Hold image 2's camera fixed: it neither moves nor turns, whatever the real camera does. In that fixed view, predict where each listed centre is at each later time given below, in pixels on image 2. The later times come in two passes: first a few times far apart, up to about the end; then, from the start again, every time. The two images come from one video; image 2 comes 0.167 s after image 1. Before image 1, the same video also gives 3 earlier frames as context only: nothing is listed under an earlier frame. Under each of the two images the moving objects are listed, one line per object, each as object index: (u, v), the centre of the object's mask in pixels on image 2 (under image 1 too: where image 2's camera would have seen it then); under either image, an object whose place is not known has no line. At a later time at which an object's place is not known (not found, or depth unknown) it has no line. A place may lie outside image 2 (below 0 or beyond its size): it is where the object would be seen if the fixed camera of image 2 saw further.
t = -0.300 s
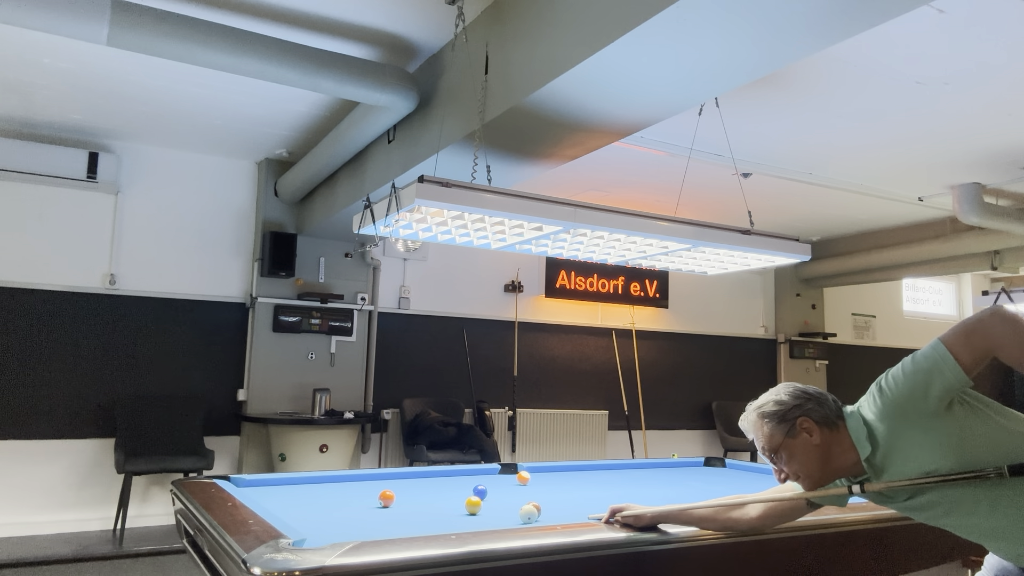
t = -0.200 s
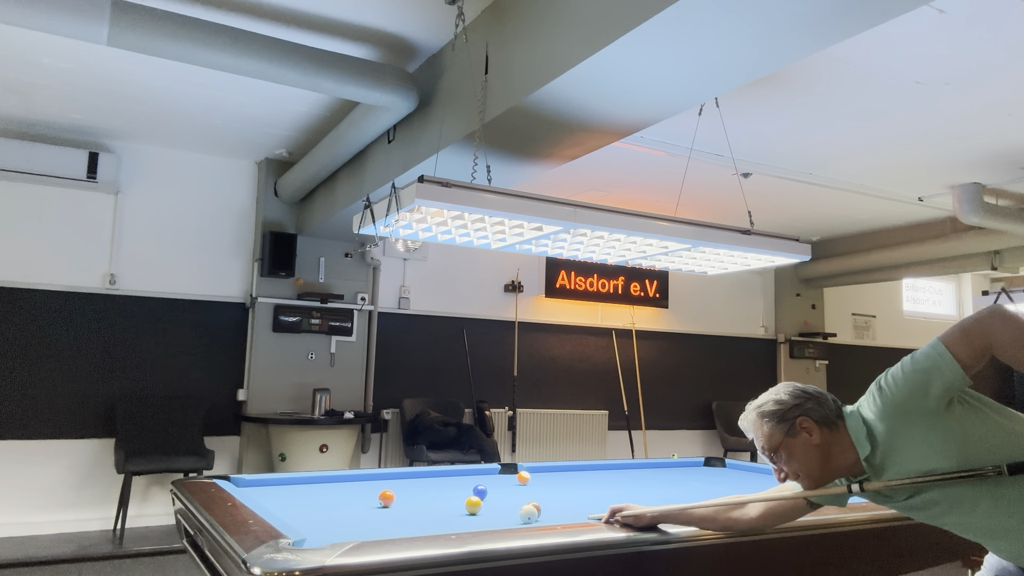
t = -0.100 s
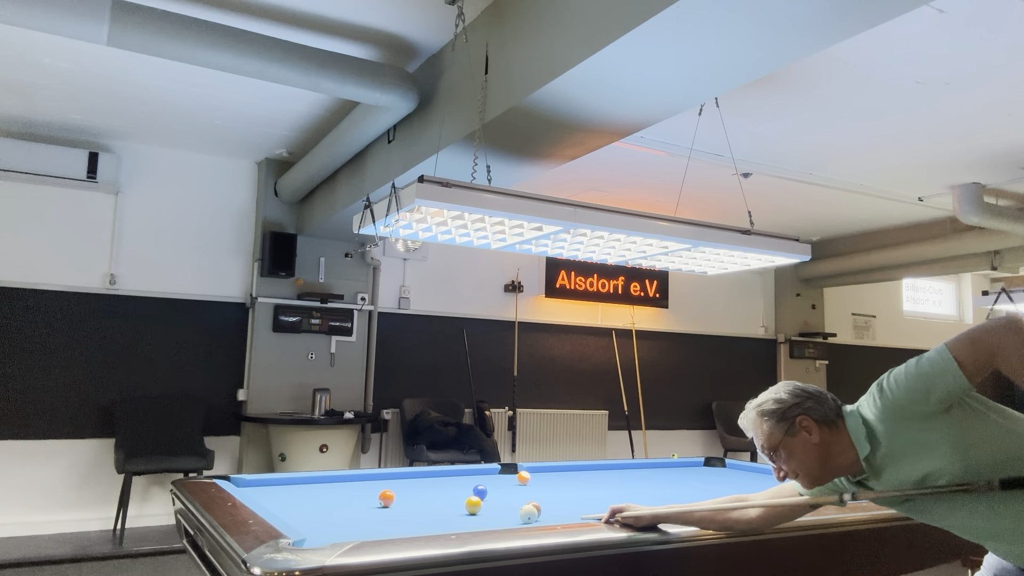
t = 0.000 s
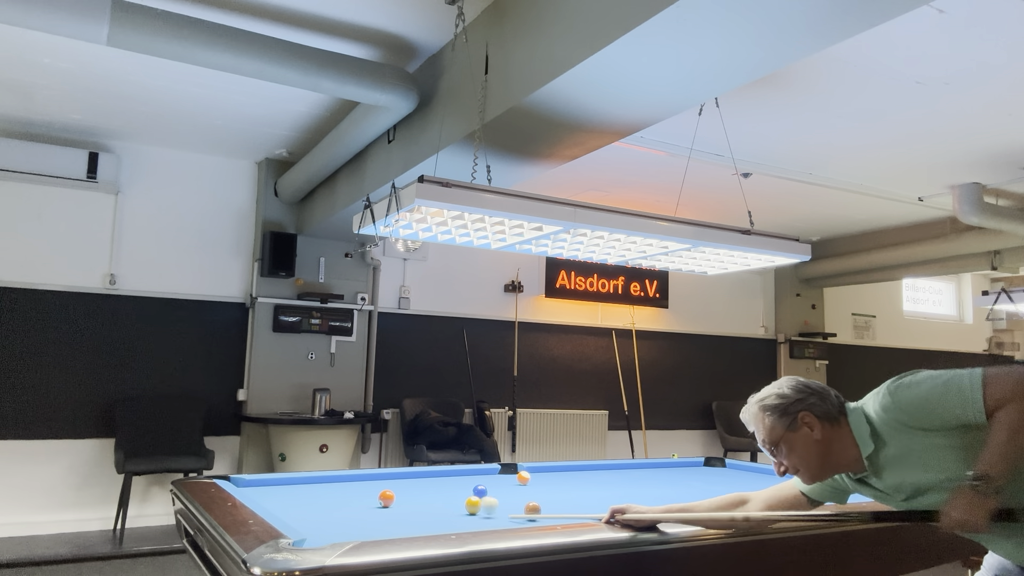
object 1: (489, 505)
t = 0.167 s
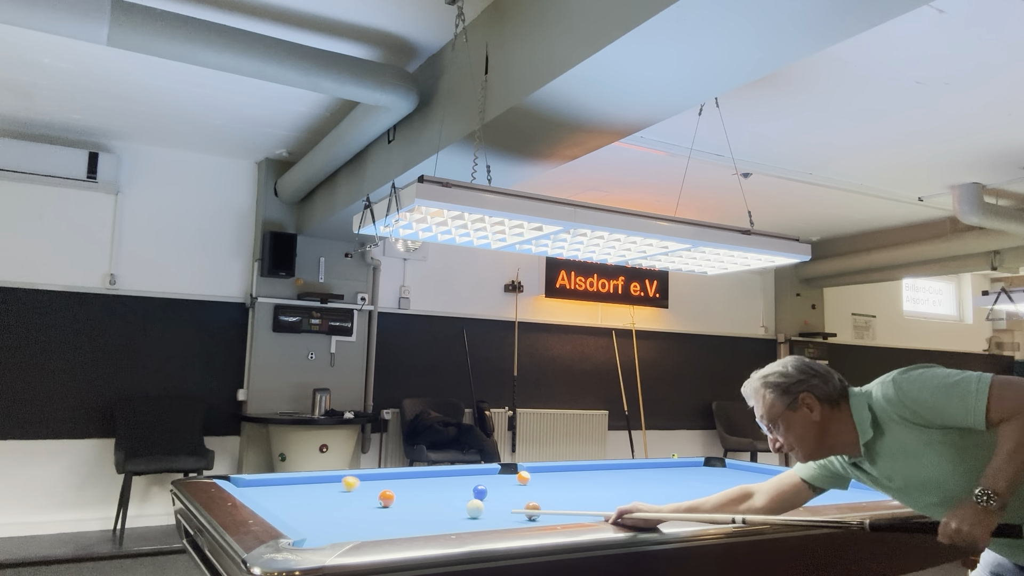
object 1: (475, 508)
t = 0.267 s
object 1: (476, 510)
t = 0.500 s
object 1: (491, 516)
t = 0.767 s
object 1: (507, 520)
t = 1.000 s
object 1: (519, 520)
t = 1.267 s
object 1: (519, 519)
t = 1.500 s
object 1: (520, 518)
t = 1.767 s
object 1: (521, 516)
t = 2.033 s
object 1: (521, 514)
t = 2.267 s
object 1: (520, 512)
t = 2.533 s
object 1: (516, 511)
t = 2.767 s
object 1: (514, 511)
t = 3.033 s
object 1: (513, 510)
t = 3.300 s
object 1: (512, 510)
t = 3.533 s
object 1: (512, 510)
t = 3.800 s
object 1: (512, 510)
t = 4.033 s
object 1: (512, 510)
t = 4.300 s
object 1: (512, 510)
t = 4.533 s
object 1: (513, 510)
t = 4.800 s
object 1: (513, 510)
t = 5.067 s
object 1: (512, 510)
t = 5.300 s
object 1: (512, 510)
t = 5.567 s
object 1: (512, 510)
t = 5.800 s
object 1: (512, 510)
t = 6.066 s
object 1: (512, 510)
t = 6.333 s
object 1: (512, 510)
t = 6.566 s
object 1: (512, 510)
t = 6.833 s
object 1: (512, 510)
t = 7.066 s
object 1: (512, 510)
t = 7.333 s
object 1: (512, 510)
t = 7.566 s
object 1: (512, 510)
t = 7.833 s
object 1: (512, 510)
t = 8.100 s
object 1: (512, 510)
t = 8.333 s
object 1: (512, 510)
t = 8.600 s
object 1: (512, 510)
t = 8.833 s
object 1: (512, 510)
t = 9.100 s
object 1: (512, 510)
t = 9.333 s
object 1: (512, 510)
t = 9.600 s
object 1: (512, 510)
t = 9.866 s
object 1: (512, 510)
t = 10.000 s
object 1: (512, 510)
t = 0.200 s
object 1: (475, 509)
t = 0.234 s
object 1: (475, 509)
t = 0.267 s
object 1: (476, 510)
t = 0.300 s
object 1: (478, 511)
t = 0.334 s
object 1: (480, 512)
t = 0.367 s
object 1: (482, 513)
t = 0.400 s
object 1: (484, 513)
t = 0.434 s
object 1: (487, 514)
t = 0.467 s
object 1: (489, 515)
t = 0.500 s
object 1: (491, 516)
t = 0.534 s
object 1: (493, 516)
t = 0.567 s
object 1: (495, 517)
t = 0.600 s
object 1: (497, 518)
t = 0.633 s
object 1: (499, 518)
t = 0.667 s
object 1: (501, 518)
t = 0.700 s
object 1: (503, 519)
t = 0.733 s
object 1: (505, 519)
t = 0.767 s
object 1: (507, 520)
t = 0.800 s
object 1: (510, 520)
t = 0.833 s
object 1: (512, 520)
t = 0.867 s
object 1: (514, 520)
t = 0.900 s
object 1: (516, 520)
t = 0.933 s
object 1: (518, 521)
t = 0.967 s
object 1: (519, 521)
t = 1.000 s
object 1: (519, 520)
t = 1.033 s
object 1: (519, 520)
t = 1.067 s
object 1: (519, 520)
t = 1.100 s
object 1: (519, 520)
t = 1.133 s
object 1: (519, 520)
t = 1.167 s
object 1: (519, 519)
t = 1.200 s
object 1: (519, 519)
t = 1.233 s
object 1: (519, 519)
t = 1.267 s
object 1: (519, 519)
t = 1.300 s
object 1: (519, 519)
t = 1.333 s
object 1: (520, 518)
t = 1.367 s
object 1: (520, 518)
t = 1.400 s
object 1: (520, 518)
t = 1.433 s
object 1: (520, 518)
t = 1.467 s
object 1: (520, 518)
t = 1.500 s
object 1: (520, 518)
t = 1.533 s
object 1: (520, 517)
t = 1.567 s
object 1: (520, 517)
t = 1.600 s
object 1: (520, 517)
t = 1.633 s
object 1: (520, 517)
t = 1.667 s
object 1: (521, 516)
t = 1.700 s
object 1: (521, 516)
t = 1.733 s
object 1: (521, 516)
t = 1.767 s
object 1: (521, 516)
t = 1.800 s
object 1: (521, 515)
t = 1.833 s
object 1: (521, 515)
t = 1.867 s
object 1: (521, 515)
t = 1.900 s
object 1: (521, 515)
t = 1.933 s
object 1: (521, 515)
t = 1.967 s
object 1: (521, 514)
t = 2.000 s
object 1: (521, 514)
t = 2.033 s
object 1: (521, 514)
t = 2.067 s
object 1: (521, 514)
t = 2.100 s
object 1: (521, 513)
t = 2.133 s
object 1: (520, 513)
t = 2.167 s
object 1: (520, 513)
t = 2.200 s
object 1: (520, 513)
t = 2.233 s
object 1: (520, 512)
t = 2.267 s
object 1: (520, 512)
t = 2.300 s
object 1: (519, 512)
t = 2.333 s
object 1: (519, 512)
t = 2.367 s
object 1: (518, 512)
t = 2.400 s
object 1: (518, 512)
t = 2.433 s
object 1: (518, 511)
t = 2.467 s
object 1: (517, 511)
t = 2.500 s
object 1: (517, 511)
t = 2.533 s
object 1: (516, 511)
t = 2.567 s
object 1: (516, 511)
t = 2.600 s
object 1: (516, 511)
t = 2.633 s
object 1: (515, 511)
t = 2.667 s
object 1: (515, 511)
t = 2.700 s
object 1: (515, 511)
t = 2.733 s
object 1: (515, 511)
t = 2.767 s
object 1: (514, 511)
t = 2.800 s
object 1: (514, 511)
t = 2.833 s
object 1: (514, 510)
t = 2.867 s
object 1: (513, 510)
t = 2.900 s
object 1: (513, 510)
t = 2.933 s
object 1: (513, 510)
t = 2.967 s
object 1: (513, 510)
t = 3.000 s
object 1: (513, 510)
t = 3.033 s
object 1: (513, 510)
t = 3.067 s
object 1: (512, 510)
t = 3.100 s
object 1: (512, 510)
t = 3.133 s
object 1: (512, 510)
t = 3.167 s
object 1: (512, 510)
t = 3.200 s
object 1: (512, 510)
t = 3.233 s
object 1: (512, 510)
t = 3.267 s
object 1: (512, 510)
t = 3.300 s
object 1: (512, 510)
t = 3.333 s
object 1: (512, 510)
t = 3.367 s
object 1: (512, 510)
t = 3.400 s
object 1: (512, 510)
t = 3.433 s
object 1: (512, 510)
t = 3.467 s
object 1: (512, 510)
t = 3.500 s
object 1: (512, 510)
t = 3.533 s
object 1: (512, 510)
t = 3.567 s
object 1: (512, 510)
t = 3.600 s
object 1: (512, 510)
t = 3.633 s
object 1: (512, 510)
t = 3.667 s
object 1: (512, 510)
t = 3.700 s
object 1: (512, 510)
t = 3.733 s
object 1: (512, 510)
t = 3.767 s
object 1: (512, 510)
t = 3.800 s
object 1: (512, 510)
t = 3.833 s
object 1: (512, 510)
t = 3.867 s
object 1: (512, 510)
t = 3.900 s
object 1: (512, 510)
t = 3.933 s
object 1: (512, 510)
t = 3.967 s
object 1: (512, 510)
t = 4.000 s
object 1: (512, 510)
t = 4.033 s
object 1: (512, 510)
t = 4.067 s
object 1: (512, 510)
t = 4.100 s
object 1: (512, 510)
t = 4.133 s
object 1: (513, 510)
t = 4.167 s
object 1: (512, 510)
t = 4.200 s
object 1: (512, 510)
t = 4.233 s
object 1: (512, 510)
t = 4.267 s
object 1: (512, 510)
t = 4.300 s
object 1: (512, 510)
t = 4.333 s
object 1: (512, 510)
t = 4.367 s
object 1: (512, 510)
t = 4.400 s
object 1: (512, 510)
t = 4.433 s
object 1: (512, 510)
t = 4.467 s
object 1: (512, 510)
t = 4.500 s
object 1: (512, 510)
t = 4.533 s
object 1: (513, 510)
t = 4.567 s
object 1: (512, 510)
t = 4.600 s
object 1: (512, 510)
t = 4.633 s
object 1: (512, 510)
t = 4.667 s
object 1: (512, 510)
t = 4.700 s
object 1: (512, 510)
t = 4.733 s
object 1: (512, 510)
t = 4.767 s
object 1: (512, 510)
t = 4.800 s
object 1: (513, 510)
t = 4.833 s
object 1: (513, 510)
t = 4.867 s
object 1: (512, 510)
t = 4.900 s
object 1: (512, 510)
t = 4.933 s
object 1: (512, 510)
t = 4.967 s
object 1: (512, 510)
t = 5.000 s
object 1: (512, 510)
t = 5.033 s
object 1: (512, 510)
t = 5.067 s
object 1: (512, 510)
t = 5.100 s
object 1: (512, 510)
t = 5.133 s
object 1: (512, 510)
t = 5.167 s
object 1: (512, 510)
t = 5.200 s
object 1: (512, 510)
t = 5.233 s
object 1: (512, 510)
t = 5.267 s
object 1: (512, 510)
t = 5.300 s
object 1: (512, 510)
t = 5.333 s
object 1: (512, 510)
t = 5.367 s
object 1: (512, 510)
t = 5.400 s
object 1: (512, 510)
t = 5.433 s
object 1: (512, 510)
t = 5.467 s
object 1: (512, 510)
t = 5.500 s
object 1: (512, 510)
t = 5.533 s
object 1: (512, 510)
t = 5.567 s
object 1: (512, 510)
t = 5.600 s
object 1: (512, 510)
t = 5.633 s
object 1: (512, 510)
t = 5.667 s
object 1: (512, 510)
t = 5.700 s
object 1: (512, 510)
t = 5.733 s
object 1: (513, 510)
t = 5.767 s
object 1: (512, 510)
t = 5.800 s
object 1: (512, 510)
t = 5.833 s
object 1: (512, 510)
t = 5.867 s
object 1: (512, 510)
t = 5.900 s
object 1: (512, 510)
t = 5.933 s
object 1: (512, 510)
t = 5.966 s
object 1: (512, 510)
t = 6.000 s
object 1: (512, 510)
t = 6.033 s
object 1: (512, 510)
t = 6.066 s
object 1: (512, 510)
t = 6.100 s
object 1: (512, 510)
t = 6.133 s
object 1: (512, 510)
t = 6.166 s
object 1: (512, 510)
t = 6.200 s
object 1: (512, 510)
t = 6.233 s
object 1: (512, 510)
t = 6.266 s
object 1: (512, 510)
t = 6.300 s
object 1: (512, 510)
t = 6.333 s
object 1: (512, 510)
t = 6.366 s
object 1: (512, 510)
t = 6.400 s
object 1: (512, 510)
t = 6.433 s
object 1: (512, 510)
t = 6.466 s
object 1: (512, 510)
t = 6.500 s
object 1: (512, 510)
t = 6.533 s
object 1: (512, 510)
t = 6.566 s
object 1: (512, 510)
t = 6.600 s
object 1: (512, 510)
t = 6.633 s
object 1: (512, 510)
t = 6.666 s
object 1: (512, 510)
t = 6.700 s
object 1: (512, 510)
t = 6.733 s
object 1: (512, 510)
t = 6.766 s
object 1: (512, 510)
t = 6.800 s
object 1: (512, 510)
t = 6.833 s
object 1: (512, 510)
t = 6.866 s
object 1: (512, 510)
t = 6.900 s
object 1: (512, 510)
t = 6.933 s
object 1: (512, 510)
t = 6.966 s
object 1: (512, 510)
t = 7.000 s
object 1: (512, 510)
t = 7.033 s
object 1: (512, 510)
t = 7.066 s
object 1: (512, 510)
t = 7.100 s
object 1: (512, 510)
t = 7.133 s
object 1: (512, 510)
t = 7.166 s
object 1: (512, 510)
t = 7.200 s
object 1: (512, 510)
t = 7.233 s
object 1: (512, 510)
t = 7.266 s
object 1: (512, 510)
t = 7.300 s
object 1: (512, 510)
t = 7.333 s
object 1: (512, 510)
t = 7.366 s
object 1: (512, 510)
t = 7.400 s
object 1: (512, 510)
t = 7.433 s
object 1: (512, 510)
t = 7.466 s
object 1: (512, 510)
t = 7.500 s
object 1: (512, 510)
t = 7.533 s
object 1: (512, 510)
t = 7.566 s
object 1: (512, 510)
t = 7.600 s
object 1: (512, 510)
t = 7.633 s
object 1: (512, 510)
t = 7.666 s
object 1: (512, 510)
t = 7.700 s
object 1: (512, 510)
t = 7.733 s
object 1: (512, 510)
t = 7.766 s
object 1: (512, 510)
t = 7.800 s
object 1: (512, 510)
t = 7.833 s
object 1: (512, 510)
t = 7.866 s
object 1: (512, 510)
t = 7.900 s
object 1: (512, 510)
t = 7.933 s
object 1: (512, 510)
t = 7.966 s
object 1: (512, 510)
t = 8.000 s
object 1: (512, 510)
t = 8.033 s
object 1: (512, 510)
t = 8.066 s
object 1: (512, 510)
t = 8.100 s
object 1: (512, 510)
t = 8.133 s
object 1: (512, 510)
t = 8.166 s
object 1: (512, 510)
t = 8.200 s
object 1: (512, 510)
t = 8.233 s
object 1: (512, 510)
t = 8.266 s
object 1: (512, 510)
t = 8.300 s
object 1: (512, 510)
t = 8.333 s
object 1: (512, 510)
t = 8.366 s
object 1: (512, 510)
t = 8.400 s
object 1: (512, 510)
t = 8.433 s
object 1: (512, 510)
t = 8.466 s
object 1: (512, 510)
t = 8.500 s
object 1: (512, 510)
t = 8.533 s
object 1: (512, 510)
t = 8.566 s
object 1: (512, 510)
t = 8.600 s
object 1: (512, 510)
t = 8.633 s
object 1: (512, 510)
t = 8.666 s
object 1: (512, 510)
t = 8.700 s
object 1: (512, 510)
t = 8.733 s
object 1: (512, 510)
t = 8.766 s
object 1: (512, 510)
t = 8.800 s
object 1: (512, 510)
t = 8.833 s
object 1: (512, 510)
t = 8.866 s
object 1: (512, 510)
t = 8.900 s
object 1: (512, 510)
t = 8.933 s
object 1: (512, 510)
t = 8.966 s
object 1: (512, 510)
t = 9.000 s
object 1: (512, 510)
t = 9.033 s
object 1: (512, 510)
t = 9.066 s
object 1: (512, 510)
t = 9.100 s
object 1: (512, 510)
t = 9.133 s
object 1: (512, 510)
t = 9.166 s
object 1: (512, 510)
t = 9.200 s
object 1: (512, 510)
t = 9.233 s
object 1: (512, 510)
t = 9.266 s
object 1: (512, 510)
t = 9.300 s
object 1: (512, 510)
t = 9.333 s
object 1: (512, 510)
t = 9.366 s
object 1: (512, 510)
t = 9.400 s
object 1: (512, 510)
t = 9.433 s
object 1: (512, 510)
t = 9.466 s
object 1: (512, 510)
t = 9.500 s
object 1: (512, 510)
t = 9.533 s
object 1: (512, 510)
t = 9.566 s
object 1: (512, 510)
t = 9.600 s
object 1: (512, 510)
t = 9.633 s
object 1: (512, 510)
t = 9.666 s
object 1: (512, 510)
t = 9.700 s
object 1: (512, 510)
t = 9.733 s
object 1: (512, 510)
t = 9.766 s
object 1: (512, 510)
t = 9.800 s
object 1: (513, 510)
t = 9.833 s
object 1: (512, 510)
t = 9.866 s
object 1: (512, 510)
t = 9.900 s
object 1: (512, 510)
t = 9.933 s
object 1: (512, 510)
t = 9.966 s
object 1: (513, 510)
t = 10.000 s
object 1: (512, 510)
